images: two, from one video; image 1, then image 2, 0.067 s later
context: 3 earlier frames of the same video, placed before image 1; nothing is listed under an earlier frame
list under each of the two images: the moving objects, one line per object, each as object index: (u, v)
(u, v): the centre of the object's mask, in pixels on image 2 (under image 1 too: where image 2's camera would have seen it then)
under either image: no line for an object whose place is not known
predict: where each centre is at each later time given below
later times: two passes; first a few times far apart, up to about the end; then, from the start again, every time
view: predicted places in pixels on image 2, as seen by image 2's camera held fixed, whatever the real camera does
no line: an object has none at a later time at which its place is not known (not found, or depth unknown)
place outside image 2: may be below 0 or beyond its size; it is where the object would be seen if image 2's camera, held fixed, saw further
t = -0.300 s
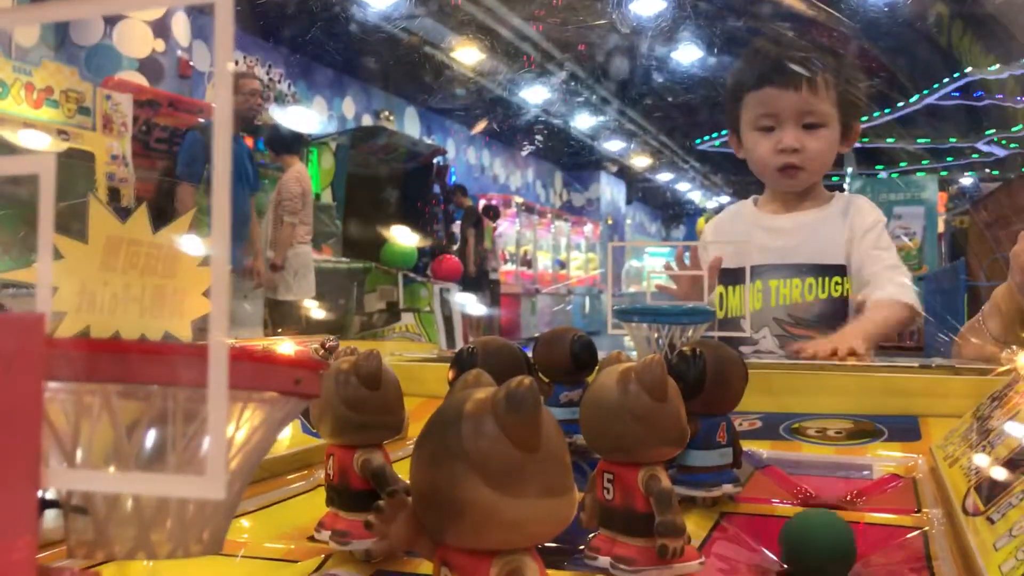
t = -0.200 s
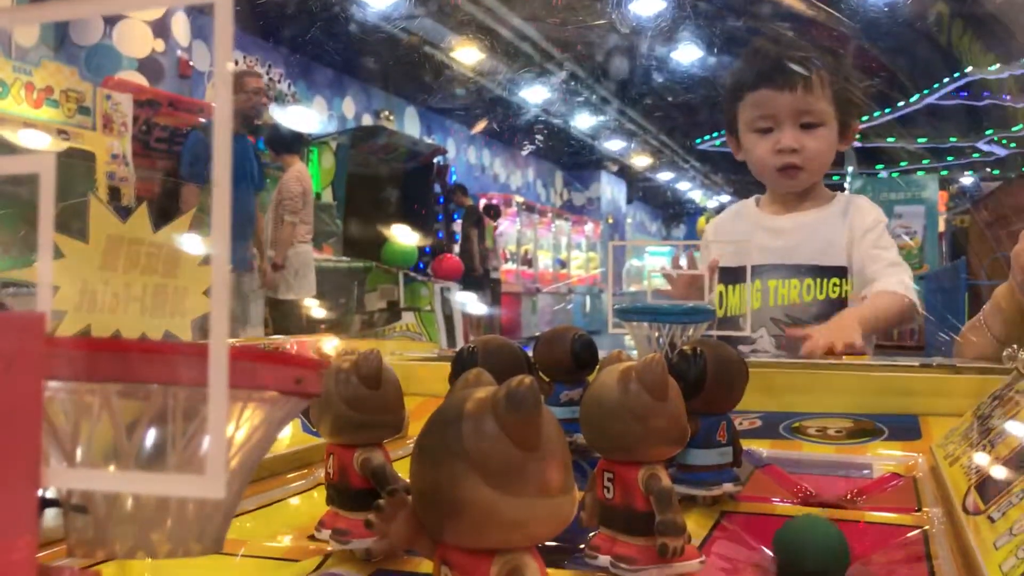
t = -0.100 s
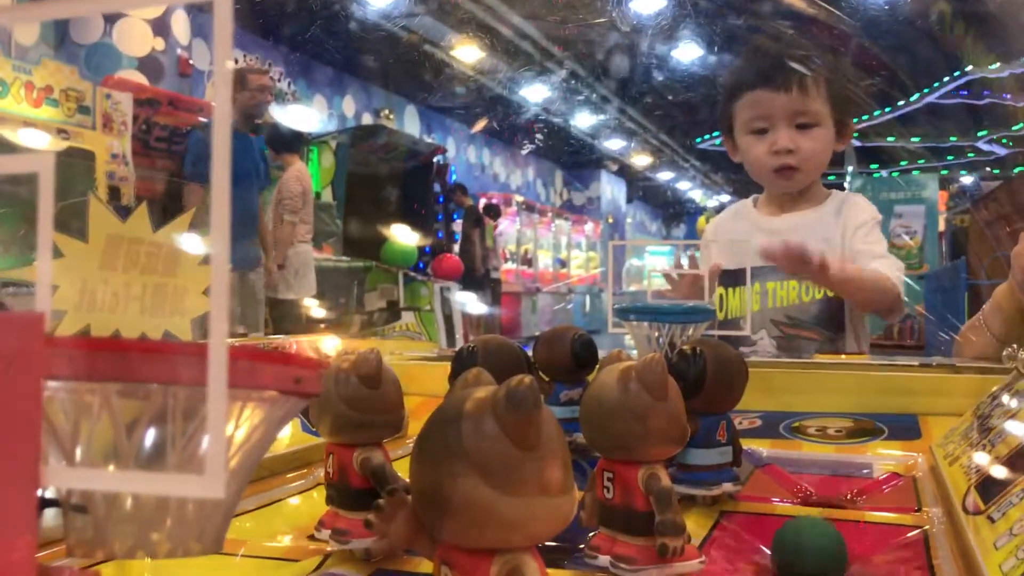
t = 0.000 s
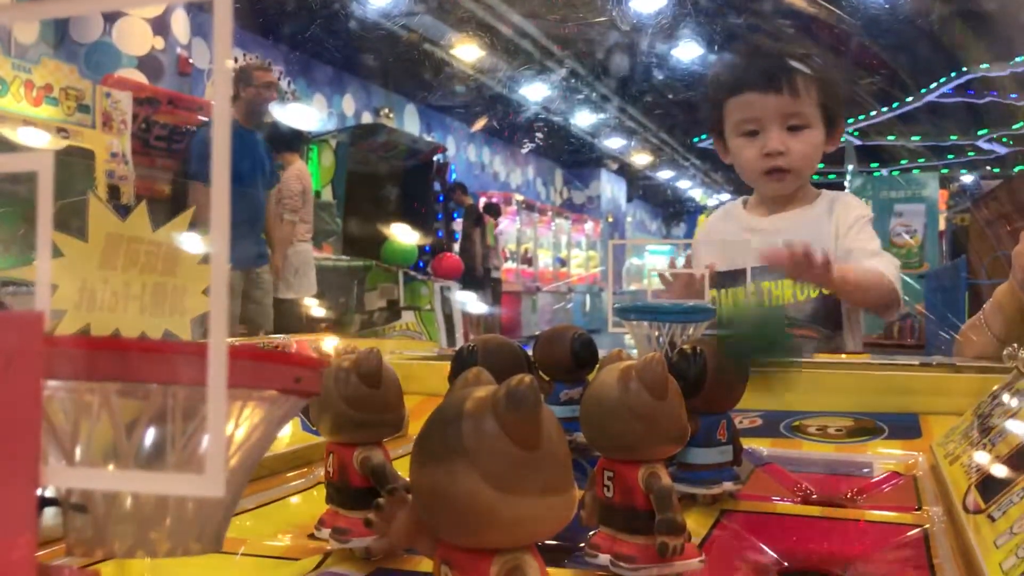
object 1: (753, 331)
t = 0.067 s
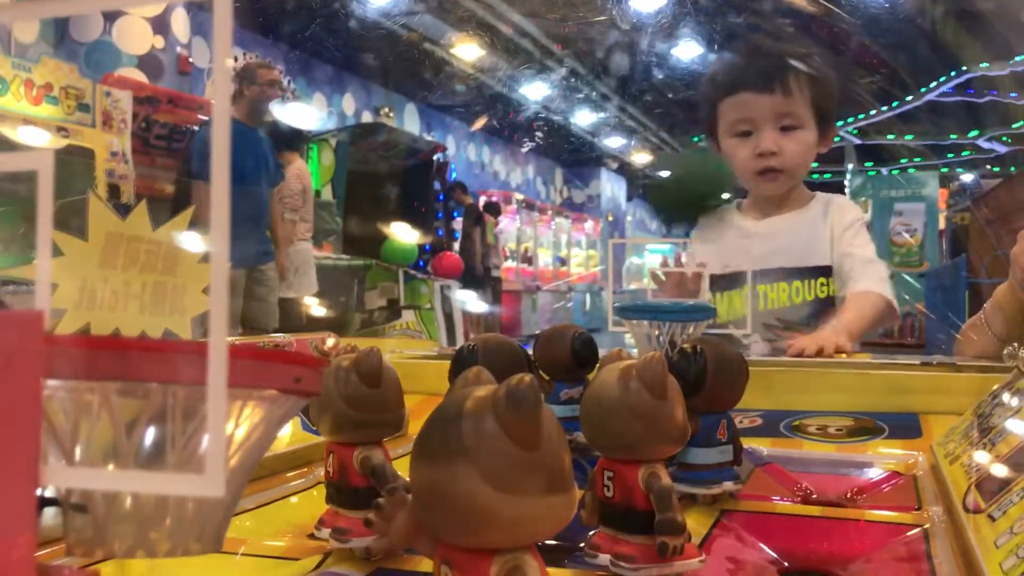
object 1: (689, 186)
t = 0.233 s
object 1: (467, 135)
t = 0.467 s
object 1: (404, 387)
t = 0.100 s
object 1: (659, 132)
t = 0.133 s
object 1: (622, 96)
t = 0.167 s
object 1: (579, 80)
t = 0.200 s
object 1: (524, 92)
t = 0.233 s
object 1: (467, 135)
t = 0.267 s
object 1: (395, 214)
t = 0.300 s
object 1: (363, 278)
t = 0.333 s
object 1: (384, 243)
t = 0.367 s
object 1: (410, 243)
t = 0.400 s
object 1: (434, 273)
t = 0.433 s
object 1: (453, 343)
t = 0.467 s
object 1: (404, 387)
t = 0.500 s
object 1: (399, 456)
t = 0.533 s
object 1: (403, 541)
